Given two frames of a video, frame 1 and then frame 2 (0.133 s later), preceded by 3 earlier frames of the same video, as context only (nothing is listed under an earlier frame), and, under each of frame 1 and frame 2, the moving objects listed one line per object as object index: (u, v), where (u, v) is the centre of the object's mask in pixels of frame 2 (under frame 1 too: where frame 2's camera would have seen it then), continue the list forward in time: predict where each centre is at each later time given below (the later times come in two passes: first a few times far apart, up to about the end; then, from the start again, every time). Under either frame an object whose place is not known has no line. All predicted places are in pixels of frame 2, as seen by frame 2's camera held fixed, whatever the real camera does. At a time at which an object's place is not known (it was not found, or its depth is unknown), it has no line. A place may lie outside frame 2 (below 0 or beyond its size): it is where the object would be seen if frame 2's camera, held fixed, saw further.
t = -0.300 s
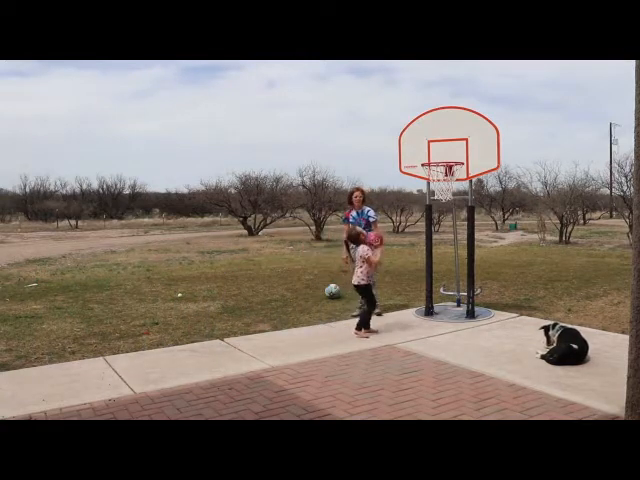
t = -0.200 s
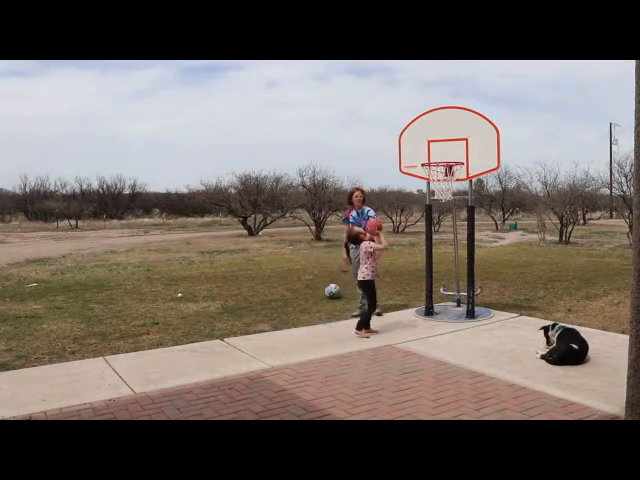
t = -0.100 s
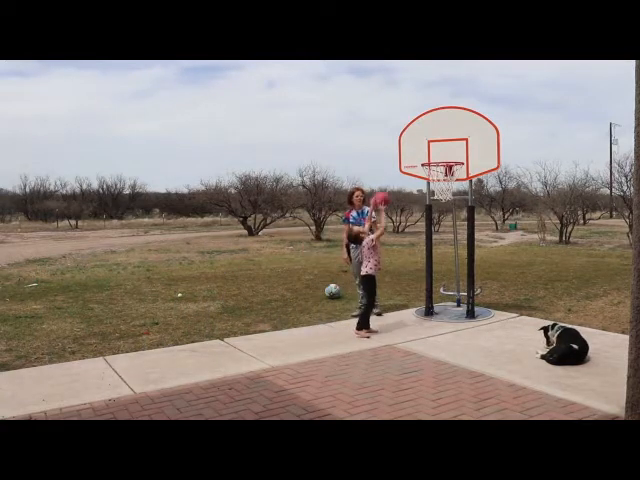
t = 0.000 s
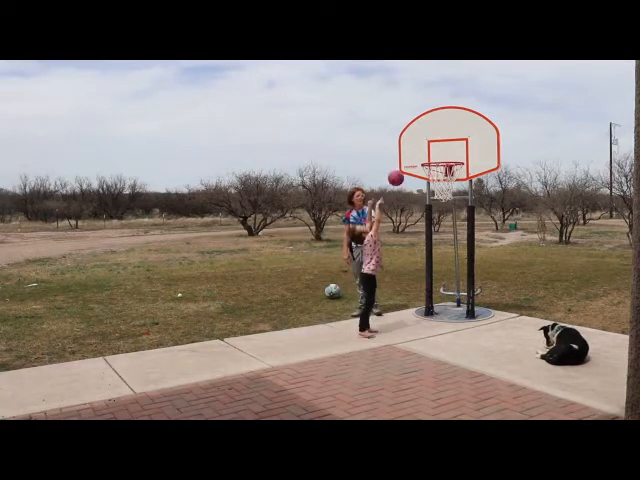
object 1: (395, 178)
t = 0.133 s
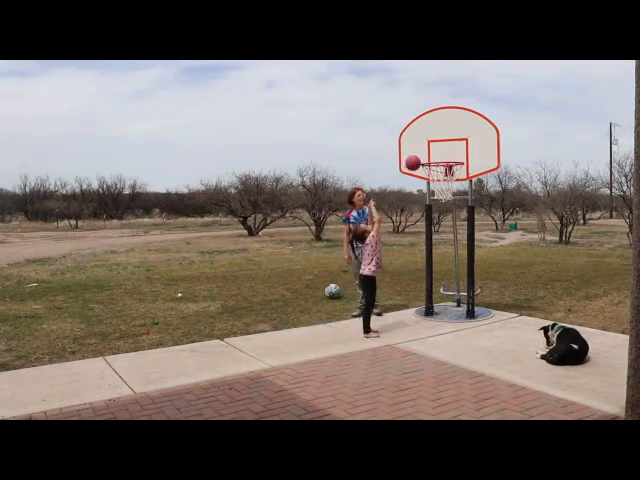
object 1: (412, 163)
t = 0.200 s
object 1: (408, 159)
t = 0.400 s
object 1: (392, 172)
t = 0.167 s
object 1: (410, 160)
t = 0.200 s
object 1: (408, 159)
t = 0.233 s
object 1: (405, 159)
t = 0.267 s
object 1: (402, 160)
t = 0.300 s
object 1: (400, 161)
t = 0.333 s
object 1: (397, 164)
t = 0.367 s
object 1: (395, 167)
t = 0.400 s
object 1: (392, 172)
